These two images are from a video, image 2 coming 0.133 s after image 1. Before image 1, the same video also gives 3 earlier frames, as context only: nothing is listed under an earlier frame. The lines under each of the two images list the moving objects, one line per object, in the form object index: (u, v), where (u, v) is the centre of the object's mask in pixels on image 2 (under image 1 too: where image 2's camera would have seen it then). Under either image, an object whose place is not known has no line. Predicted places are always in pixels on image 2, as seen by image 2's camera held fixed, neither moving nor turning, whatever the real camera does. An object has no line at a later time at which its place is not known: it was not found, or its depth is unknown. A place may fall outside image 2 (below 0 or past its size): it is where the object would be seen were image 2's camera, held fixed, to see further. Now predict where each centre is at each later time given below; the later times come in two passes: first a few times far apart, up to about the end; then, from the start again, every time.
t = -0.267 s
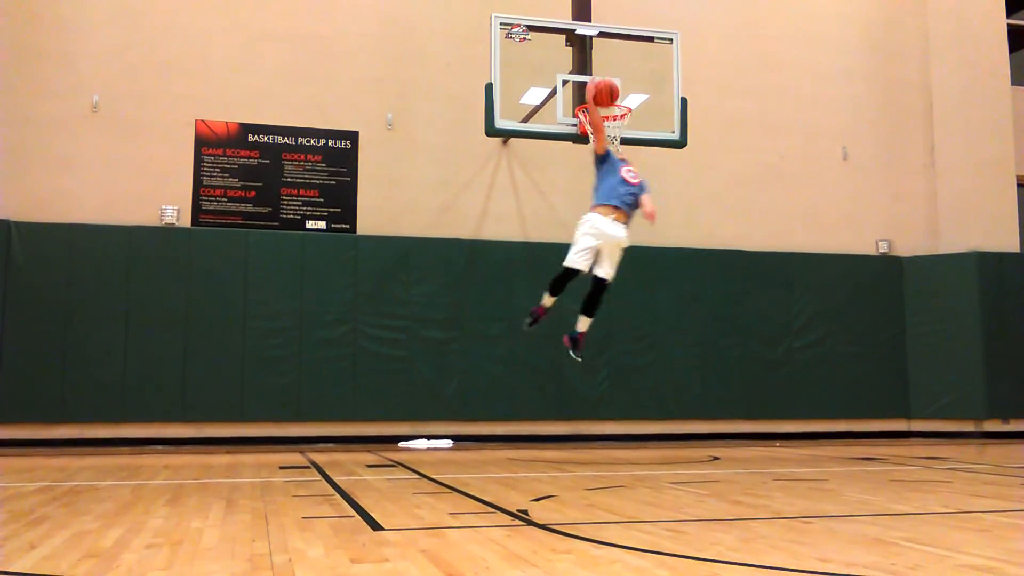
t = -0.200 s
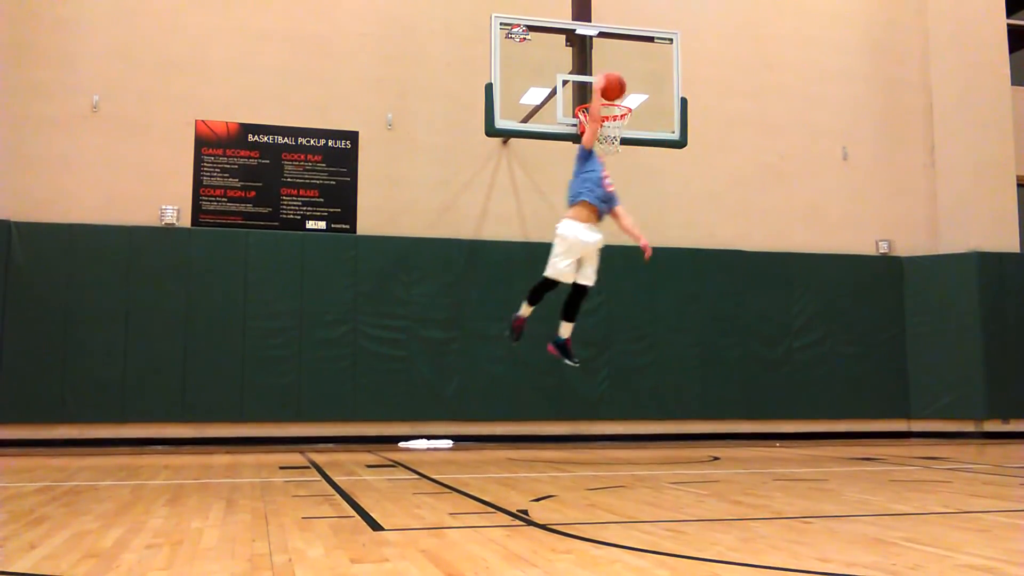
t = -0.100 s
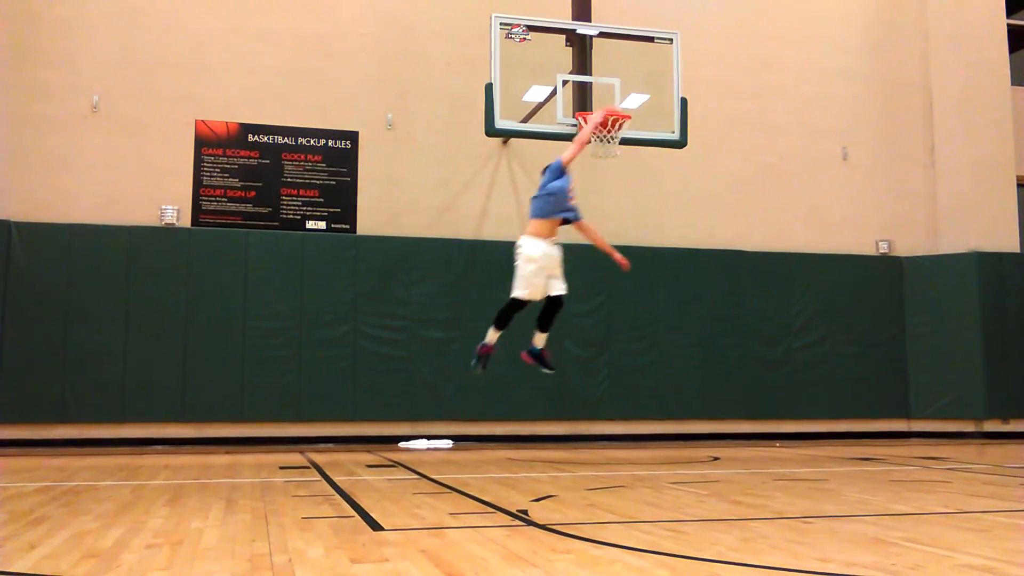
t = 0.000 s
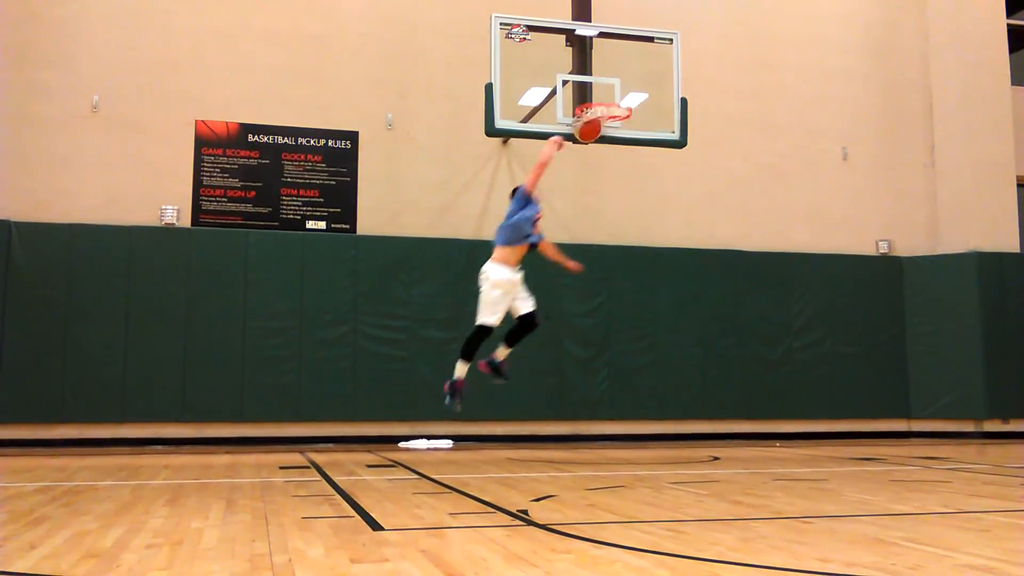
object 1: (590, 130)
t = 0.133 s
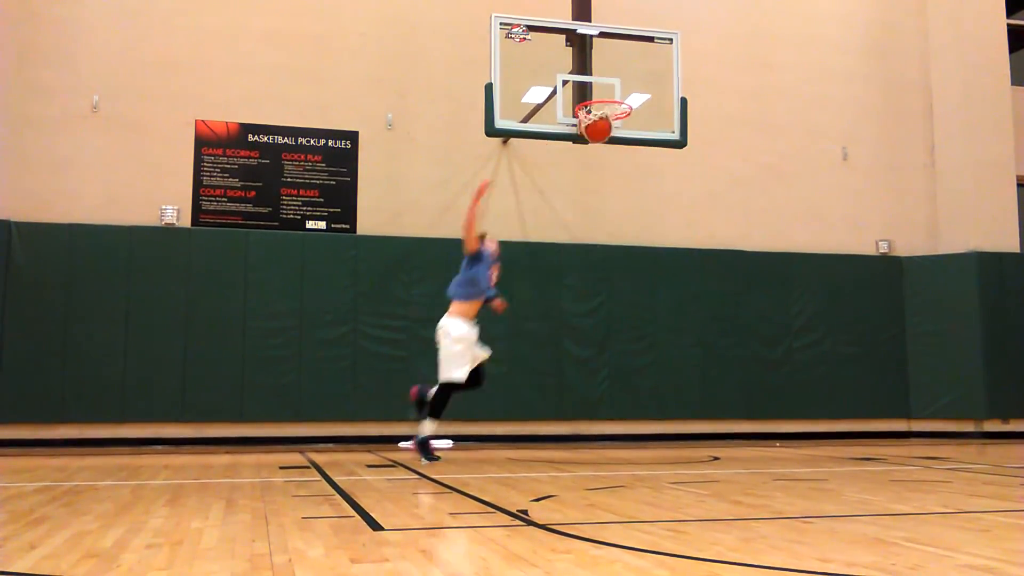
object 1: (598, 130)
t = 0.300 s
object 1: (624, 149)
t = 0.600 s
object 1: (678, 280)
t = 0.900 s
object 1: (728, 390)
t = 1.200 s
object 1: (758, 259)
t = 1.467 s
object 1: (789, 232)
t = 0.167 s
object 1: (603, 131)
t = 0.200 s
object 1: (608, 132)
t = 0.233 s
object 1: (613, 136)
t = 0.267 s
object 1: (619, 142)
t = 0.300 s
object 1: (624, 149)
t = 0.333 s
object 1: (629, 157)
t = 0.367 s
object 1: (635, 167)
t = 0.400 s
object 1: (641, 178)
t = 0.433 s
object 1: (647, 191)
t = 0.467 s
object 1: (653, 205)
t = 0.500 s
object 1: (659, 221)
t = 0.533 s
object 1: (665, 240)
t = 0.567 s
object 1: (672, 260)
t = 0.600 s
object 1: (678, 280)
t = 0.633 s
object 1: (685, 302)
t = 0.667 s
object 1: (691, 327)
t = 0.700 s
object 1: (698, 354)
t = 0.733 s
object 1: (705, 382)
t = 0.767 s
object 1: (711, 410)
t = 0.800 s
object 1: (718, 447)
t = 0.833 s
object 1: (722, 433)
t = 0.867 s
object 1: (725, 410)
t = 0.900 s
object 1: (728, 390)
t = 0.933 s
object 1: (731, 370)
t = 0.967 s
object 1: (734, 352)
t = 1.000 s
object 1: (738, 334)
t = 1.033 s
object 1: (741, 318)
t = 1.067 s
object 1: (744, 303)
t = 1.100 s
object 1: (747, 290)
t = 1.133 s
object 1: (751, 278)
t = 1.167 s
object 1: (755, 267)
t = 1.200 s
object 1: (758, 259)
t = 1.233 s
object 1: (762, 250)
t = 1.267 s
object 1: (765, 243)
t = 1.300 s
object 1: (769, 238)
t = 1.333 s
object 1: (773, 234)
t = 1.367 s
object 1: (777, 231)
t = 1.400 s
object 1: (781, 230)
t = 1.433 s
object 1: (785, 230)
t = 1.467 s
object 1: (789, 232)
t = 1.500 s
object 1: (793, 236)
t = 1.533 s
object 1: (798, 241)
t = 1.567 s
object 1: (802, 248)
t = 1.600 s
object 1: (807, 256)
